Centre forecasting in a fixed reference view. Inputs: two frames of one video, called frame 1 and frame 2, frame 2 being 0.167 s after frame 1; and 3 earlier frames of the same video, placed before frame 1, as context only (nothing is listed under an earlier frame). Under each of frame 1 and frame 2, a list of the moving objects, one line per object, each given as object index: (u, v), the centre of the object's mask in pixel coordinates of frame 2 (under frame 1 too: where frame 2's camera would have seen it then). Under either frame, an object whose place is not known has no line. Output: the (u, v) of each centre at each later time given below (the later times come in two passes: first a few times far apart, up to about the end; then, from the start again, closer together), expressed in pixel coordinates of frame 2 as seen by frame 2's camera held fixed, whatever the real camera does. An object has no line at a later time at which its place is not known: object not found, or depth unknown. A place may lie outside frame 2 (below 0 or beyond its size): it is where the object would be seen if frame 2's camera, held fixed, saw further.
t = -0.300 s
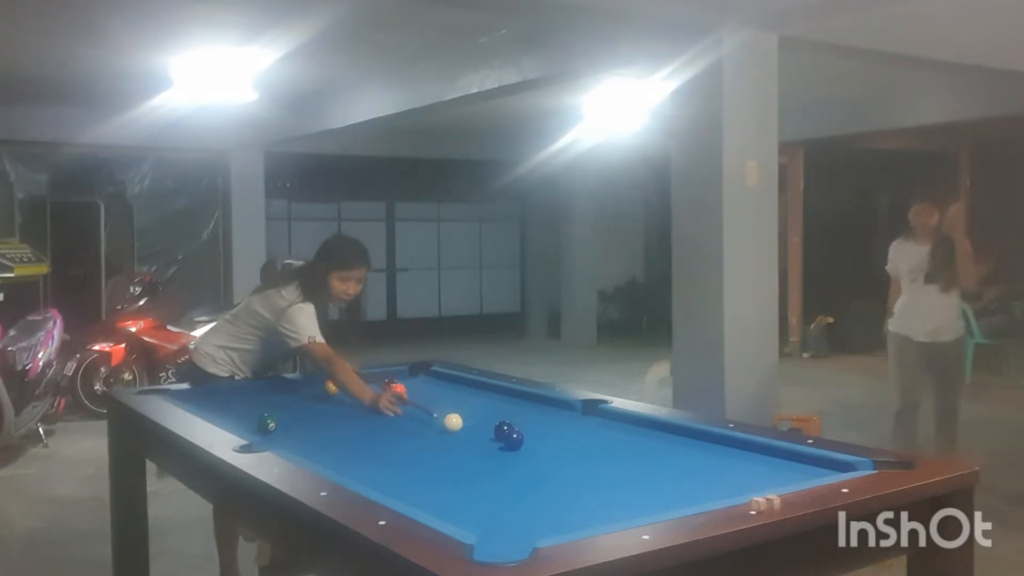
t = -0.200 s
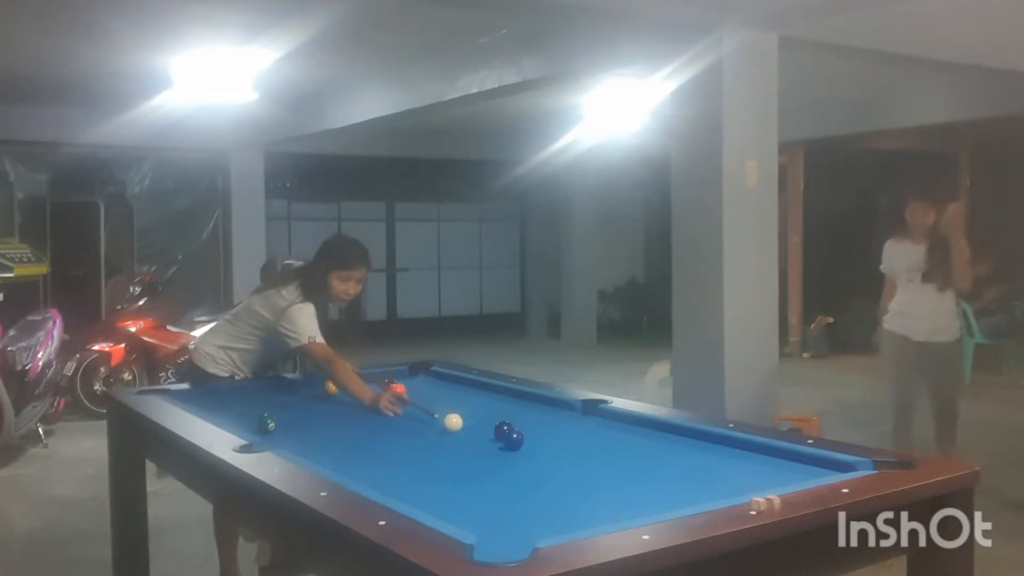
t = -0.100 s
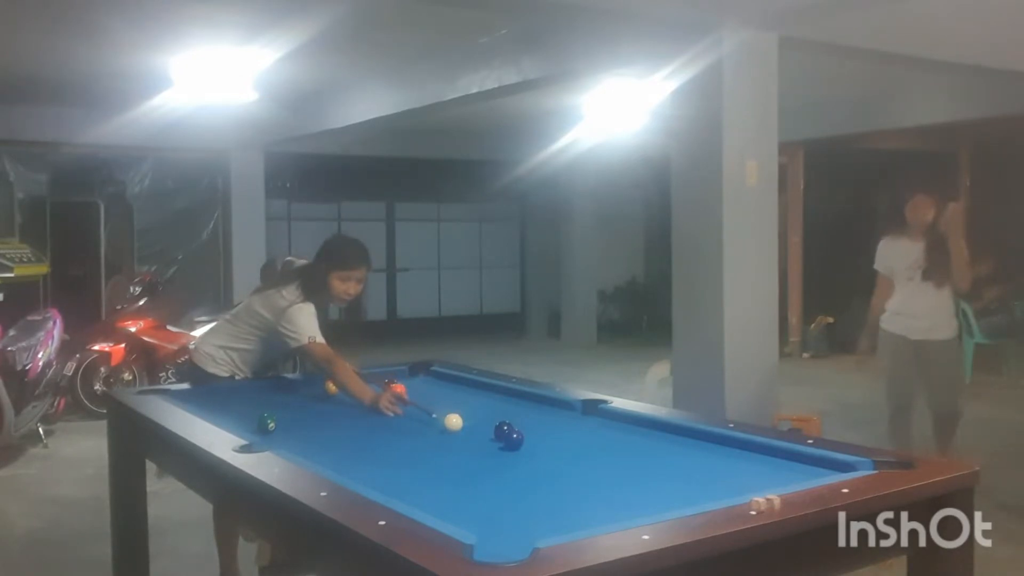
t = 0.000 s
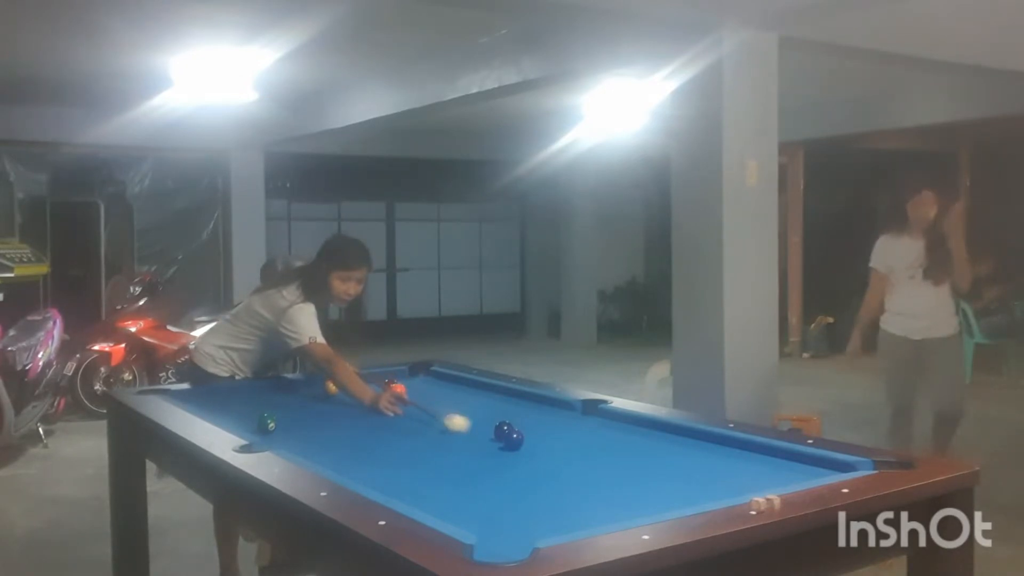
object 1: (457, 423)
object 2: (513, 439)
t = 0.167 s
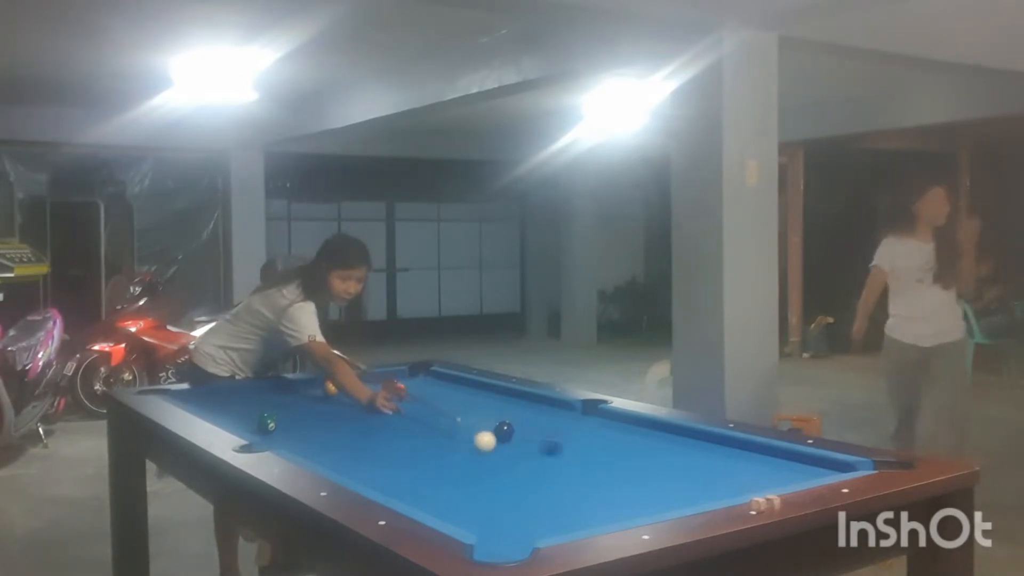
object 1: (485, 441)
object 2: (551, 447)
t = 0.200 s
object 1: (481, 443)
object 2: (569, 450)
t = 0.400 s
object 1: (455, 456)
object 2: (660, 458)
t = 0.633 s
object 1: (421, 472)
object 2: (774, 470)
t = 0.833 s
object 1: (389, 487)
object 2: (819, 468)
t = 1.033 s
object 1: (419, 487)
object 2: (785, 455)
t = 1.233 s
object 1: (451, 486)
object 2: (738, 448)
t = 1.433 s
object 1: (480, 485)
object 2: (696, 440)
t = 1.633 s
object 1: (506, 484)
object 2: (658, 435)
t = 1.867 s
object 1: (534, 482)
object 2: (617, 431)
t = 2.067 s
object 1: (555, 481)
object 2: (586, 425)
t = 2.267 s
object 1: (574, 480)
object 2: (559, 421)
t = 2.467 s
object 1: (590, 479)
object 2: (533, 417)
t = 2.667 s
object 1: (603, 477)
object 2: (512, 413)
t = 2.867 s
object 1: (615, 476)
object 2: (490, 410)
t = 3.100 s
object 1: (626, 475)
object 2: (470, 407)
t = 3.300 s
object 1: (633, 474)
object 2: (454, 404)
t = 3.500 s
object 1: (638, 473)
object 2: (440, 402)
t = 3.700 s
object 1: (641, 473)
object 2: (428, 400)
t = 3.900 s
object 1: (642, 473)
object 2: (417, 397)
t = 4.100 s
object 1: (642, 473)
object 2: (408, 396)
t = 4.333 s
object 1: (642, 473)
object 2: (399, 394)
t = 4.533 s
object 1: (642, 473)
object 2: (391, 393)
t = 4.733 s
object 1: (642, 473)
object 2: (385, 394)
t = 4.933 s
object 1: (642, 473)
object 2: (383, 393)
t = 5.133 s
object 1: (642, 473)
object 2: (380, 394)
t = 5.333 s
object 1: (642, 474)
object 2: (379, 394)
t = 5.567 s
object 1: (642, 473)
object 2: (378, 394)
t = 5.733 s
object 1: (642, 474)
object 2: (378, 394)
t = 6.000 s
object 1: (642, 473)
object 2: (378, 394)
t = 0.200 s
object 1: (481, 443)
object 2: (569, 450)
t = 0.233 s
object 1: (477, 445)
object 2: (584, 450)
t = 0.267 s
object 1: (472, 447)
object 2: (598, 452)
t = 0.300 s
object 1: (468, 449)
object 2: (613, 453)
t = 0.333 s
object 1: (464, 451)
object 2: (629, 454)
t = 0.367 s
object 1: (459, 454)
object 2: (644, 456)
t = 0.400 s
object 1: (455, 456)
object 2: (660, 458)
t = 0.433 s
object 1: (450, 458)
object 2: (675, 459)
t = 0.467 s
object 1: (446, 461)
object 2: (691, 460)
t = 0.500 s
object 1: (441, 463)
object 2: (707, 463)
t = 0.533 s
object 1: (436, 465)
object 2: (724, 465)
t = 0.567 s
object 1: (431, 468)
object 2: (740, 466)
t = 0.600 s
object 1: (426, 470)
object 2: (757, 468)
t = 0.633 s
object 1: (421, 472)
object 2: (774, 470)
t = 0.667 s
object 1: (416, 475)
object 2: (791, 472)
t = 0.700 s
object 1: (410, 478)
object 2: (809, 471)
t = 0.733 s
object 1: (405, 480)
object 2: (828, 469)
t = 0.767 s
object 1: (400, 483)
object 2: (839, 467)
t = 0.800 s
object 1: (394, 485)
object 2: (829, 467)
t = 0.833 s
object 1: (389, 487)
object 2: (819, 468)
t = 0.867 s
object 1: (390, 487)
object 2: (814, 466)
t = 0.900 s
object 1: (397, 487)
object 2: (807, 462)
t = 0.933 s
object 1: (403, 488)
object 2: (803, 461)
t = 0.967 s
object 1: (408, 487)
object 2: (798, 458)
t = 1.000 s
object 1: (414, 488)
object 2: (792, 455)
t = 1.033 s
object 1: (419, 487)
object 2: (785, 455)
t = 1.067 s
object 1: (425, 487)
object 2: (778, 454)
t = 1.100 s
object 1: (430, 487)
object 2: (767, 452)
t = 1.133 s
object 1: (435, 487)
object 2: (761, 452)
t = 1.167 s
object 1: (440, 487)
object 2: (755, 450)
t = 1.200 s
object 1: (446, 487)
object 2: (746, 447)
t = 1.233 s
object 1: (451, 486)
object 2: (738, 448)
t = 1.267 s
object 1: (456, 486)
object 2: (732, 448)
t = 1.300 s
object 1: (461, 486)
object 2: (723, 446)
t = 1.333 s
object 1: (466, 486)
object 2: (717, 445)
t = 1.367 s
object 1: (471, 486)
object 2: (710, 444)
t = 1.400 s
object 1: (475, 486)
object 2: (703, 441)
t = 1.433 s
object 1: (480, 485)
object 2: (696, 440)
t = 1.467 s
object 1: (484, 485)
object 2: (689, 441)
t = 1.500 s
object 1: (489, 484)
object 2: (683, 440)
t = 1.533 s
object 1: (494, 484)
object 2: (675, 438)
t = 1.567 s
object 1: (498, 484)
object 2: (669, 439)
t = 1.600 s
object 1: (502, 484)
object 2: (664, 438)
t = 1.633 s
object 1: (506, 484)
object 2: (658, 435)
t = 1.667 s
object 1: (511, 483)
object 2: (651, 434)
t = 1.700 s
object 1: (515, 483)
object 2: (644, 434)
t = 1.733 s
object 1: (519, 483)
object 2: (640, 435)
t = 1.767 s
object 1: (523, 483)
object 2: (633, 432)
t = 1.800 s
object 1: (526, 483)
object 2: (627, 432)
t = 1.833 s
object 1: (530, 482)
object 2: (622, 432)
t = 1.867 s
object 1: (534, 482)
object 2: (617, 431)
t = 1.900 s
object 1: (538, 482)
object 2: (612, 428)
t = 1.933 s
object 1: (541, 482)
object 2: (606, 427)
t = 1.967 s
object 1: (545, 482)
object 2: (601, 427)
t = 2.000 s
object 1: (548, 481)
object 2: (594, 429)
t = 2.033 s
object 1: (552, 481)
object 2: (591, 427)
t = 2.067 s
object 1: (555, 481)
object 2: (586, 425)
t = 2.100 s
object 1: (558, 480)
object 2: (580, 425)
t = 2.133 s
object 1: (562, 480)
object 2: (577, 424)
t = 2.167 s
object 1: (565, 480)
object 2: (572, 423)
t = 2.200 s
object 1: (568, 480)
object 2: (568, 422)
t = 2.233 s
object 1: (571, 480)
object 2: (563, 421)
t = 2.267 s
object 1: (574, 480)
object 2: (559, 421)
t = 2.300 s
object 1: (576, 480)
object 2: (554, 421)
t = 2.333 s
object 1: (579, 480)
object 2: (550, 421)
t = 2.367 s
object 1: (582, 479)
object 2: (545, 419)
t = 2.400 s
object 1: (585, 479)
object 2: (541, 418)
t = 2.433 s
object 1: (587, 479)
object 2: (537, 417)
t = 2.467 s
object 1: (590, 479)
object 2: (533, 417)
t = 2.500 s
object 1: (592, 478)
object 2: (529, 418)
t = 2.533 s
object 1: (595, 478)
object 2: (526, 417)
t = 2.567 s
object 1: (597, 478)
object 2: (522, 415)
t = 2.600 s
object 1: (599, 478)
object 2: (519, 414)
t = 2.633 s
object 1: (602, 477)
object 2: (515, 414)
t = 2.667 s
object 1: (603, 477)
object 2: (512, 413)
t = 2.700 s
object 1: (606, 477)
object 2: (507, 413)
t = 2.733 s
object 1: (608, 477)
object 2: (503, 412)
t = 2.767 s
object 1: (610, 477)
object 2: (500, 411)
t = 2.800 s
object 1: (611, 477)
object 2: (497, 411)
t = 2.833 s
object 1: (613, 476)
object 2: (493, 411)
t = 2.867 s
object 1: (615, 476)
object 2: (490, 410)
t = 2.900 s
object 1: (617, 476)
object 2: (487, 410)
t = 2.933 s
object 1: (618, 476)
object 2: (485, 409)
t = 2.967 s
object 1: (620, 476)
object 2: (482, 408)
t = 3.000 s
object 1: (621, 475)
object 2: (479, 409)
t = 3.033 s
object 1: (623, 475)
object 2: (475, 408)
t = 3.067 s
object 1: (624, 475)
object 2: (473, 408)
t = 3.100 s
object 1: (626, 475)
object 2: (470, 407)
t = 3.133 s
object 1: (627, 475)
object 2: (468, 406)
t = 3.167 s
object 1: (628, 475)
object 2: (464, 406)
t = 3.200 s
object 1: (629, 475)
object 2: (462, 405)
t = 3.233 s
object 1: (631, 474)
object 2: (459, 405)
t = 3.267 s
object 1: (632, 474)
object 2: (456, 404)
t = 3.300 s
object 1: (633, 474)
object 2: (454, 404)
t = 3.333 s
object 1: (634, 474)
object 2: (451, 403)
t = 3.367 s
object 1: (635, 474)
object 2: (449, 403)
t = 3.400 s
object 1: (636, 474)
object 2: (447, 403)
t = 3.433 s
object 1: (637, 474)
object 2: (445, 402)
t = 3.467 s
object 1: (637, 474)
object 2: (442, 402)
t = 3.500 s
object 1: (638, 473)
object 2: (440, 402)
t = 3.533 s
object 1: (639, 473)
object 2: (438, 401)
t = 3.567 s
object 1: (639, 473)
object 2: (436, 401)
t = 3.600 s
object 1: (639, 474)
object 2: (434, 401)
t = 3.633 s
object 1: (640, 473)
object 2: (432, 401)
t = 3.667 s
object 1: (640, 474)
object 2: (429, 399)
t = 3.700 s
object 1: (641, 473)
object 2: (428, 400)
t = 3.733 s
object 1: (641, 473)
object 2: (425, 399)
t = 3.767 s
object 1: (641, 473)
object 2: (424, 399)
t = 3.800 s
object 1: (642, 473)
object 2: (422, 398)
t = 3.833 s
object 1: (642, 473)
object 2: (420, 398)
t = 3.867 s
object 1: (642, 473)
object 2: (419, 398)
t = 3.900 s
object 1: (642, 473)
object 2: (417, 397)
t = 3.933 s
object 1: (642, 473)
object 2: (415, 397)
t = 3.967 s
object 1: (642, 474)
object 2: (414, 397)
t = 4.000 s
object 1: (642, 473)
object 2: (413, 397)
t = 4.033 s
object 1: (642, 473)
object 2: (411, 396)
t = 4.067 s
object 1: (642, 473)
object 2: (409, 396)
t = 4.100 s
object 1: (642, 473)
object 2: (408, 396)
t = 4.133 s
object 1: (642, 473)
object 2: (406, 396)
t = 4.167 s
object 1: (642, 473)
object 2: (404, 396)
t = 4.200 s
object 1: (642, 473)
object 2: (403, 395)
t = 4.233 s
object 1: (642, 473)
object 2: (401, 395)
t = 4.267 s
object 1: (642, 473)
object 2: (401, 395)
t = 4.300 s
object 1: (642, 473)
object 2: (400, 395)
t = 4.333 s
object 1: (642, 473)
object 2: (399, 394)
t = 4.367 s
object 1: (642, 473)
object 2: (397, 394)
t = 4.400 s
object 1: (642, 473)
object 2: (395, 394)
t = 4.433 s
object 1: (642, 473)
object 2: (395, 394)
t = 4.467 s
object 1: (642, 473)
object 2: (393, 394)
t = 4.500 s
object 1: (642, 473)
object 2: (392, 394)
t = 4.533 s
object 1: (642, 473)
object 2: (391, 393)
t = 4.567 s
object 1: (642, 473)
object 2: (390, 393)
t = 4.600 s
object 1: (642, 473)
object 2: (389, 393)
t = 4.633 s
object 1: (642, 473)
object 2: (388, 393)
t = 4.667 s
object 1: (642, 473)
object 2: (387, 393)
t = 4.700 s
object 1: (642, 473)
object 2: (385, 394)
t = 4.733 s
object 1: (642, 473)
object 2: (385, 394)
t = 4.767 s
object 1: (642, 473)
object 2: (385, 394)
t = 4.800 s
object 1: (642, 473)
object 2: (384, 394)
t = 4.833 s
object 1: (642, 473)
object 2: (384, 394)
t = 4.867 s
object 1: (642, 473)
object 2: (383, 394)
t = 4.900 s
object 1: (642, 473)
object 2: (382, 394)
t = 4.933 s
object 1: (642, 473)
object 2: (383, 393)
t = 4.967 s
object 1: (642, 473)
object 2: (381, 394)
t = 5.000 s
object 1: (642, 473)
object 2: (381, 394)
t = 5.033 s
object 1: (642, 473)
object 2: (381, 394)
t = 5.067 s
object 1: (642, 473)
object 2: (381, 393)
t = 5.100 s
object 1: (642, 473)
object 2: (380, 394)
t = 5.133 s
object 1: (642, 473)
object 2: (380, 394)
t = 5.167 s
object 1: (642, 473)
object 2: (380, 394)
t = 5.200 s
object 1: (642, 473)
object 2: (380, 394)
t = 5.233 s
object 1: (642, 473)
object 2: (379, 394)
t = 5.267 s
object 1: (642, 473)
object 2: (379, 394)
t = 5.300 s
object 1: (642, 473)
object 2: (379, 394)
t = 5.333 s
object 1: (642, 474)
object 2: (379, 394)
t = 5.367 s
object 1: (642, 473)
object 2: (379, 394)
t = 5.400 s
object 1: (642, 473)
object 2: (379, 394)
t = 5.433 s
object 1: (642, 473)
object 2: (379, 394)
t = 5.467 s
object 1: (642, 473)
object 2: (378, 394)
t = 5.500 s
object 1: (642, 473)
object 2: (378, 394)
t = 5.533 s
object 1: (642, 473)
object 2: (378, 394)
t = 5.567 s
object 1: (642, 473)
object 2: (378, 394)
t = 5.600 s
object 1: (642, 473)
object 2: (378, 394)
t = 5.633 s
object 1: (642, 473)
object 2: (378, 394)
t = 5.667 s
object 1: (642, 473)
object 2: (378, 394)
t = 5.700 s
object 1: (642, 473)
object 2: (378, 394)
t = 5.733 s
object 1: (642, 474)
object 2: (378, 394)
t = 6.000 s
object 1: (642, 473)
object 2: (378, 394)
